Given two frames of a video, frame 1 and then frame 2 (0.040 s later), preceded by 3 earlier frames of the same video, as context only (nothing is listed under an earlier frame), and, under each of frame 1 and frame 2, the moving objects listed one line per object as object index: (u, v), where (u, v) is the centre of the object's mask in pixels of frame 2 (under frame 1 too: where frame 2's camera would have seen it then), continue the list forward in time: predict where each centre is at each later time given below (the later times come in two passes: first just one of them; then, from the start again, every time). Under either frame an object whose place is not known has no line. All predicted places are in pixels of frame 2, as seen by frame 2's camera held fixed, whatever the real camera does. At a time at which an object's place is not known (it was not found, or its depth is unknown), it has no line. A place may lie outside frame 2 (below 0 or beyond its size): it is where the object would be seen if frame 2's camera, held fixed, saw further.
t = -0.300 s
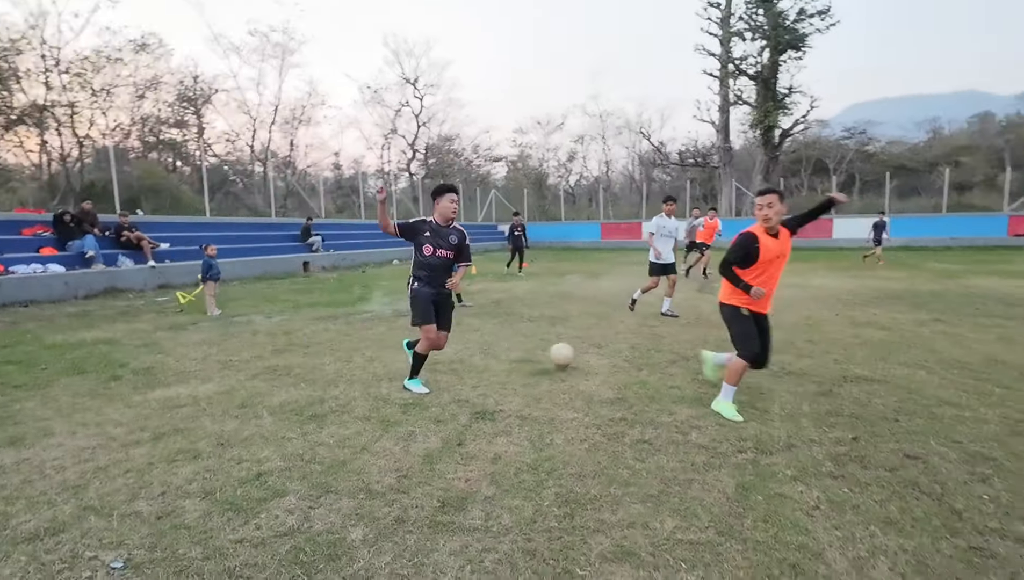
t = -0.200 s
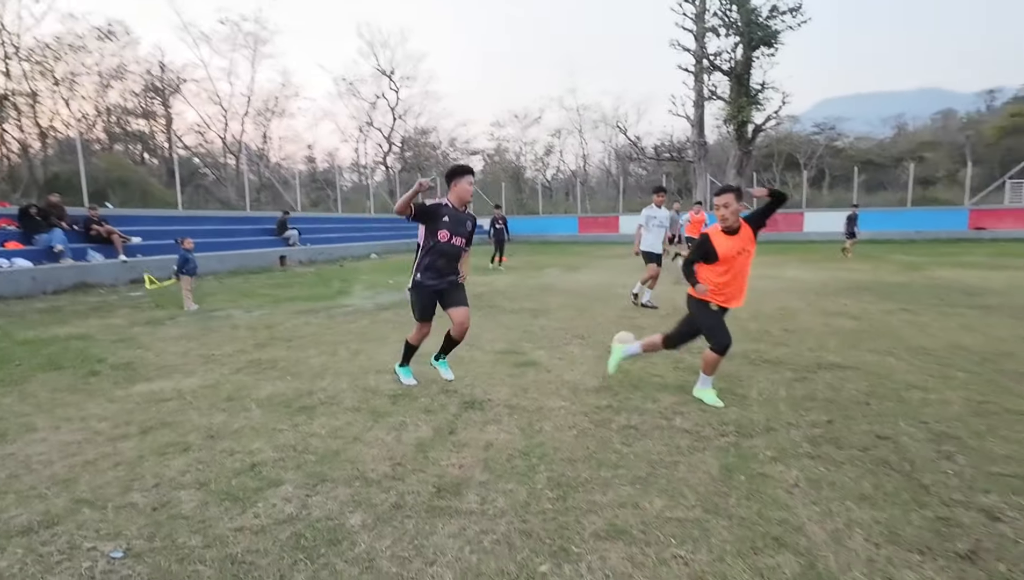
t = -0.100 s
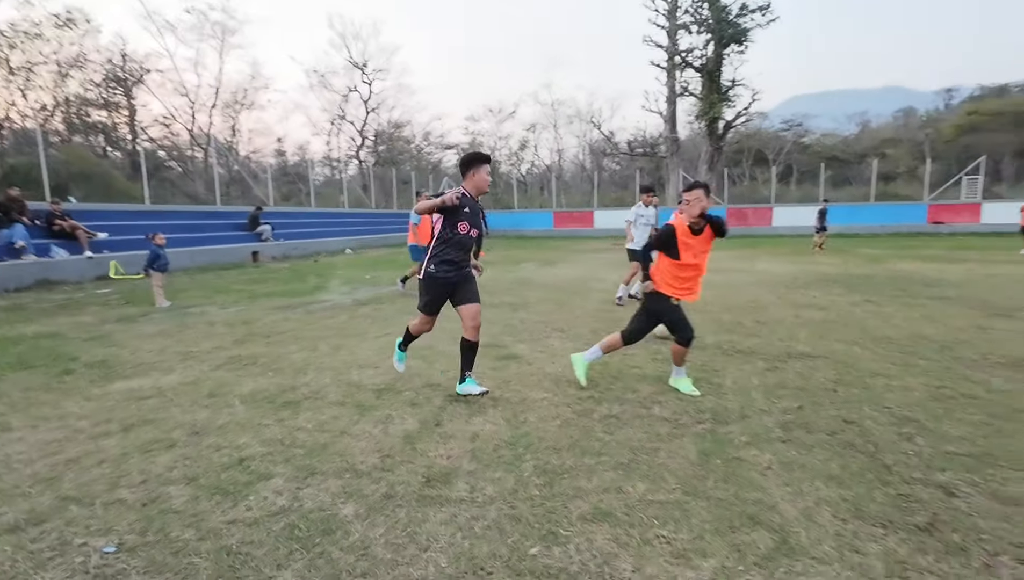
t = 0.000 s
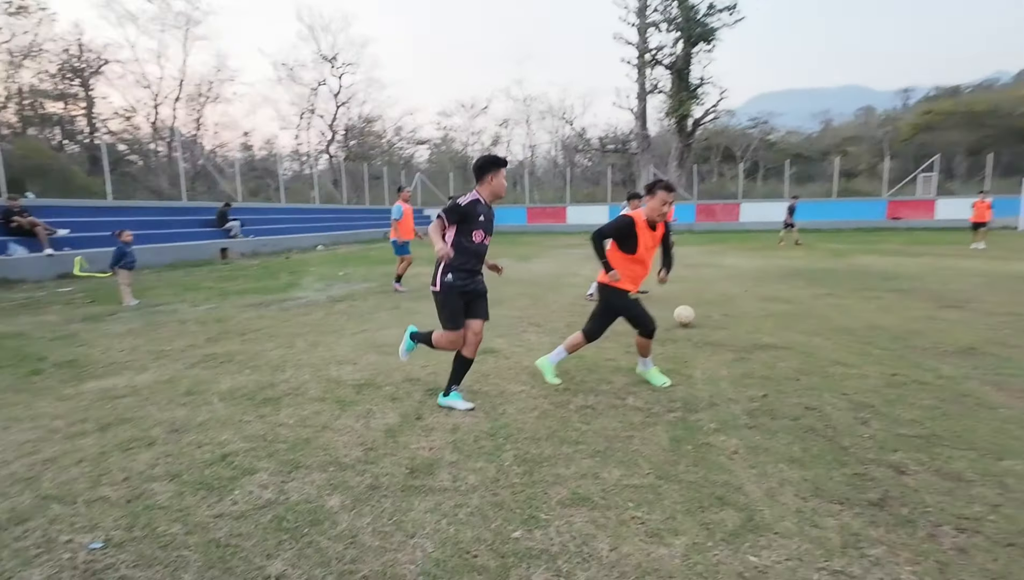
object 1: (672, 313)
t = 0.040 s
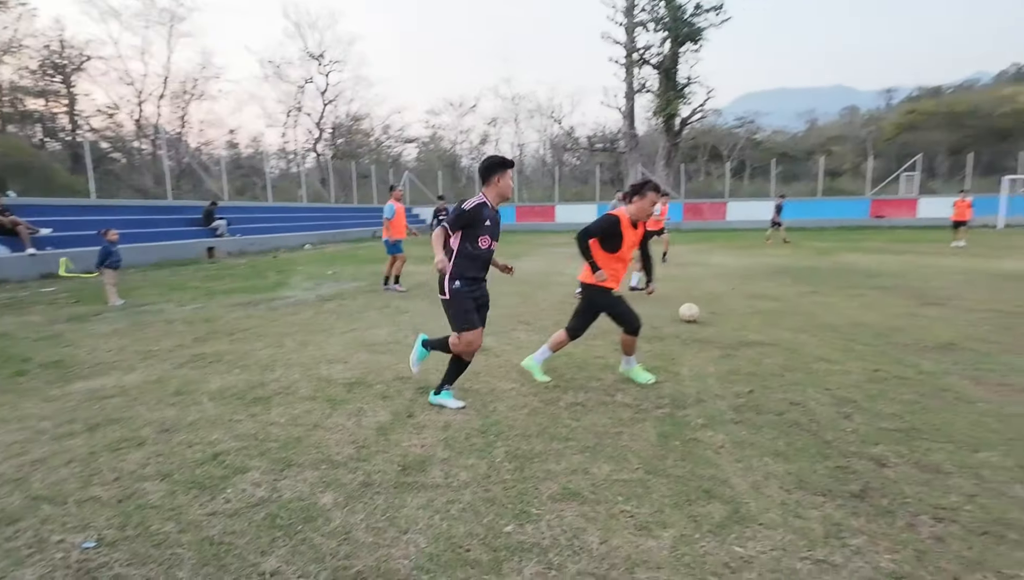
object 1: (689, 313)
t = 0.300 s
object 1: (784, 298)
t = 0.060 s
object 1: (697, 311)
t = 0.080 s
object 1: (705, 309)
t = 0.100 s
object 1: (713, 308)
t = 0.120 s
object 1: (721, 307)
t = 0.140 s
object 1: (728, 307)
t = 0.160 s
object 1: (735, 306)
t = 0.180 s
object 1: (743, 306)
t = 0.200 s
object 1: (750, 307)
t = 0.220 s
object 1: (757, 305)
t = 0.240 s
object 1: (763, 303)
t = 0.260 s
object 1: (770, 301)
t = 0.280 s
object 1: (777, 299)
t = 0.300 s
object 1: (784, 298)
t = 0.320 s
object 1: (790, 297)
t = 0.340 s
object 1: (797, 296)
